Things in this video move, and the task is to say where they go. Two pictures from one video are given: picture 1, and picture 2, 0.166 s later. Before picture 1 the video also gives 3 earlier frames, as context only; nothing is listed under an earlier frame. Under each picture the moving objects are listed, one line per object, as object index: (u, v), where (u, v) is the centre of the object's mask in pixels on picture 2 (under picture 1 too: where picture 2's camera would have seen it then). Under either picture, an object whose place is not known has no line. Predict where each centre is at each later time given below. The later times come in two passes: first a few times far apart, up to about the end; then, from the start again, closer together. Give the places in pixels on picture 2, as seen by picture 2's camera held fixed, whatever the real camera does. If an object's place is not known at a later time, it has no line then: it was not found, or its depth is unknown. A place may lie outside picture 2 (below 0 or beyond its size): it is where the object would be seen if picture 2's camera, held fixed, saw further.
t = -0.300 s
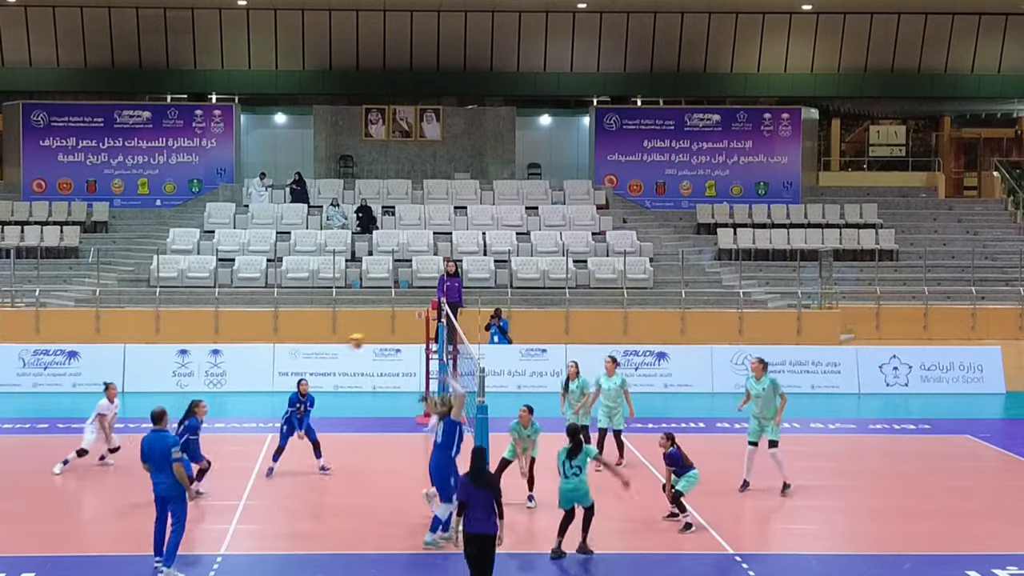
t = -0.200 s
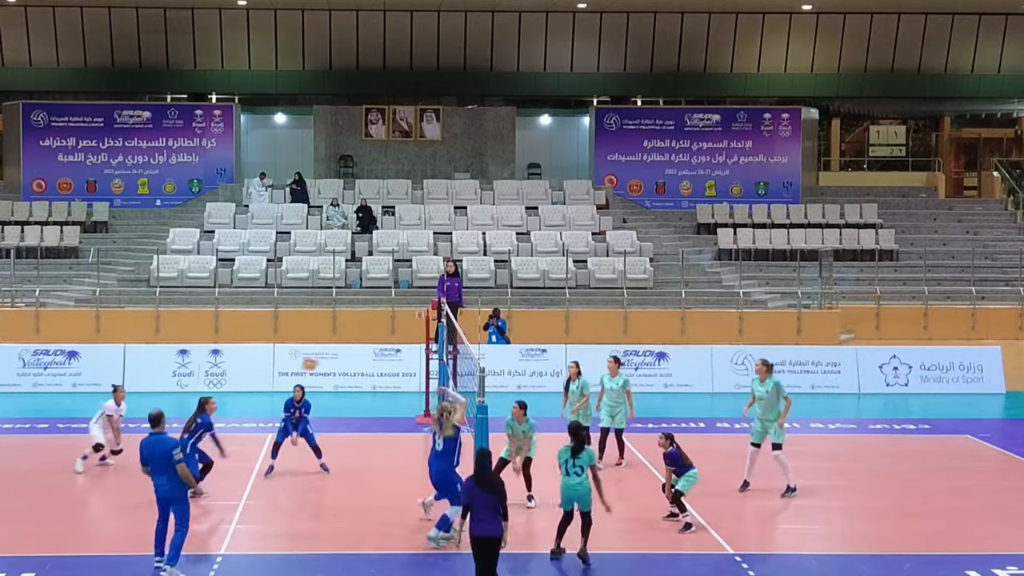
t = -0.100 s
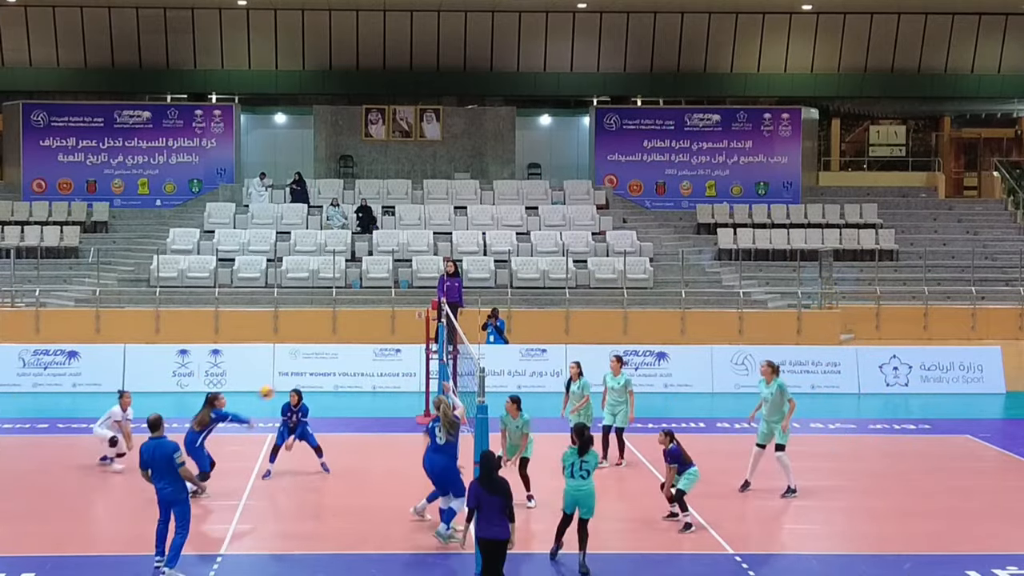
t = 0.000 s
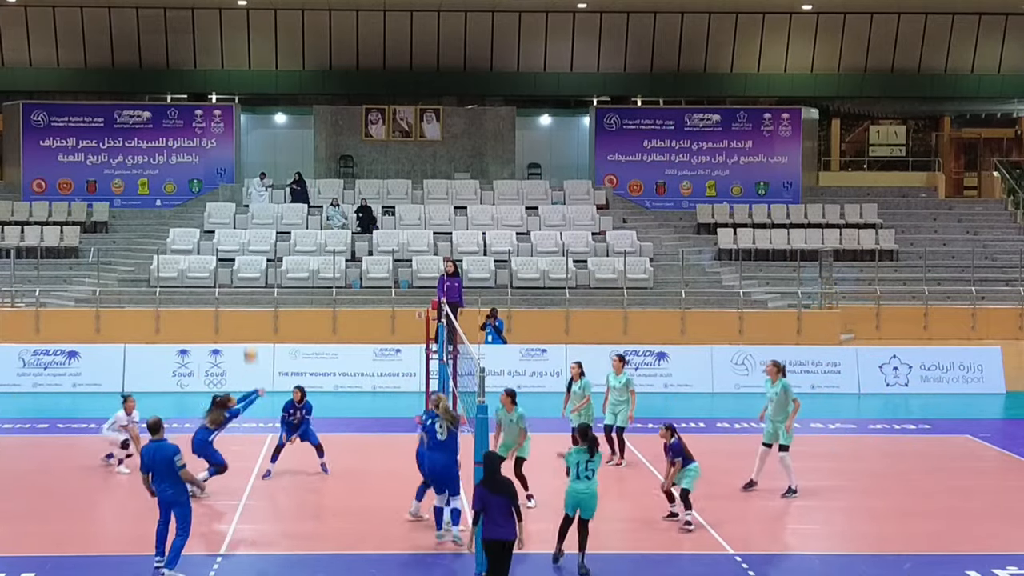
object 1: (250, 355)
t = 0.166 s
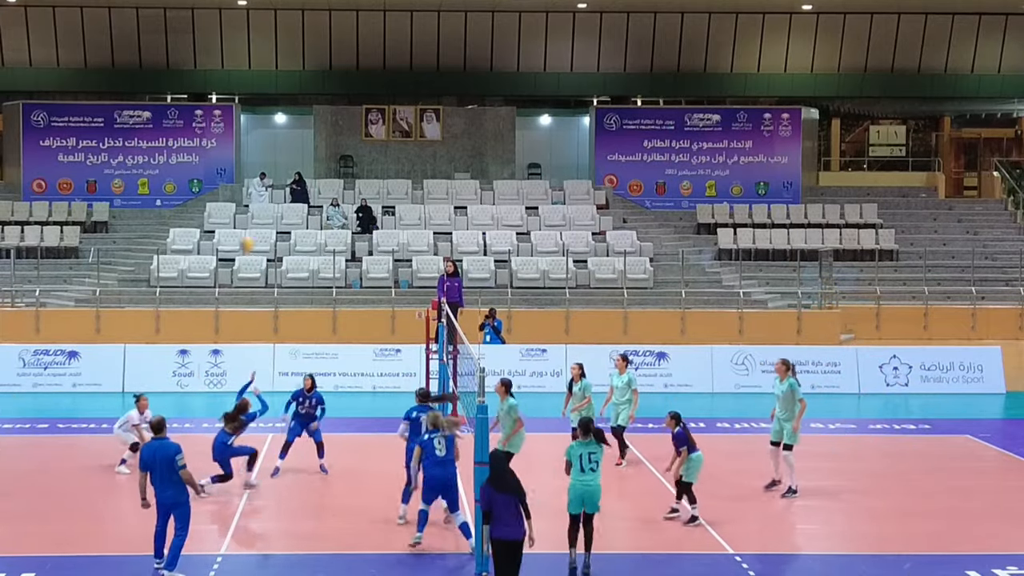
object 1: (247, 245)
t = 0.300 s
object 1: (243, 171)
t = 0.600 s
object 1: (230, 57)
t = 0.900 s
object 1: (216, 9)
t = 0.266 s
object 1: (243, 188)
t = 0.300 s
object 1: (243, 171)
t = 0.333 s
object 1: (242, 156)
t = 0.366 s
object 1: (240, 140)
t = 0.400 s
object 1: (239, 126)
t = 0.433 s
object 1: (237, 113)
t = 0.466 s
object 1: (236, 100)
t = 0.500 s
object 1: (234, 88)
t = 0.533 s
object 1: (233, 78)
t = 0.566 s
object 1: (231, 67)
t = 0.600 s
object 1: (230, 57)
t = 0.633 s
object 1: (228, 51)
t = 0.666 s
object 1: (227, 42)
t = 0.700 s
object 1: (225, 35)
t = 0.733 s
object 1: (224, 29)
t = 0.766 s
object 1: (222, 23)
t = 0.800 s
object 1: (221, 19)
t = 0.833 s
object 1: (219, 15)
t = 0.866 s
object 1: (217, 11)
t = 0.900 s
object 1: (216, 9)
